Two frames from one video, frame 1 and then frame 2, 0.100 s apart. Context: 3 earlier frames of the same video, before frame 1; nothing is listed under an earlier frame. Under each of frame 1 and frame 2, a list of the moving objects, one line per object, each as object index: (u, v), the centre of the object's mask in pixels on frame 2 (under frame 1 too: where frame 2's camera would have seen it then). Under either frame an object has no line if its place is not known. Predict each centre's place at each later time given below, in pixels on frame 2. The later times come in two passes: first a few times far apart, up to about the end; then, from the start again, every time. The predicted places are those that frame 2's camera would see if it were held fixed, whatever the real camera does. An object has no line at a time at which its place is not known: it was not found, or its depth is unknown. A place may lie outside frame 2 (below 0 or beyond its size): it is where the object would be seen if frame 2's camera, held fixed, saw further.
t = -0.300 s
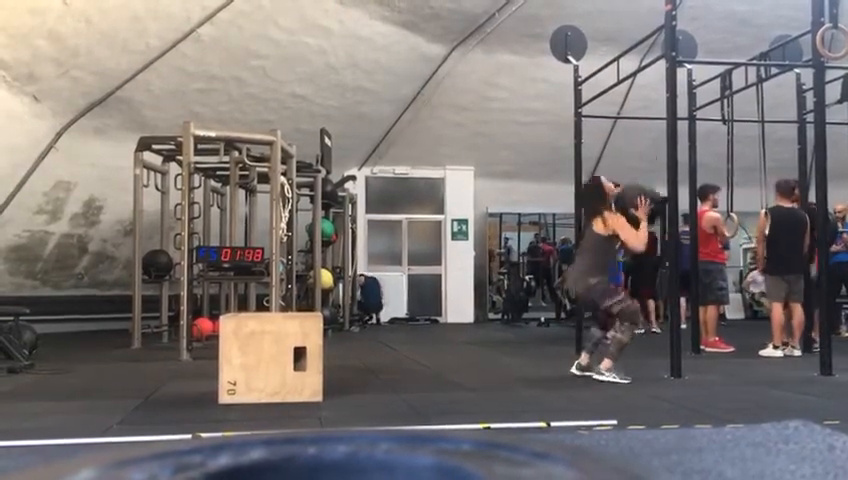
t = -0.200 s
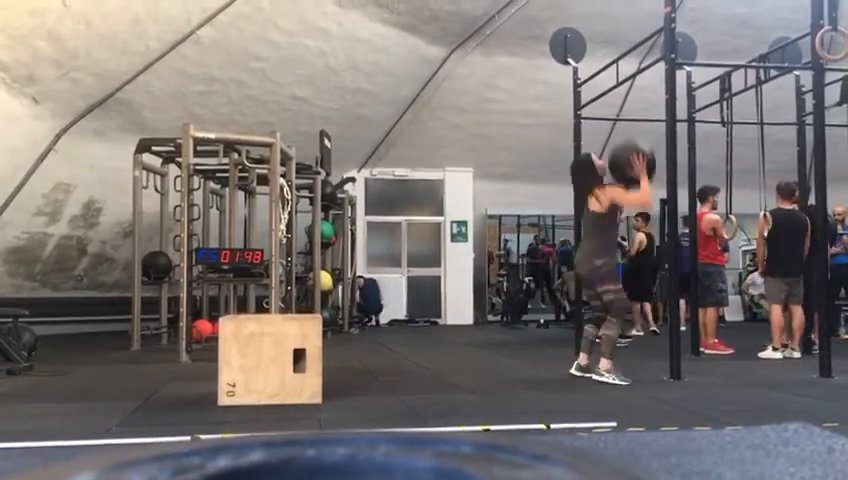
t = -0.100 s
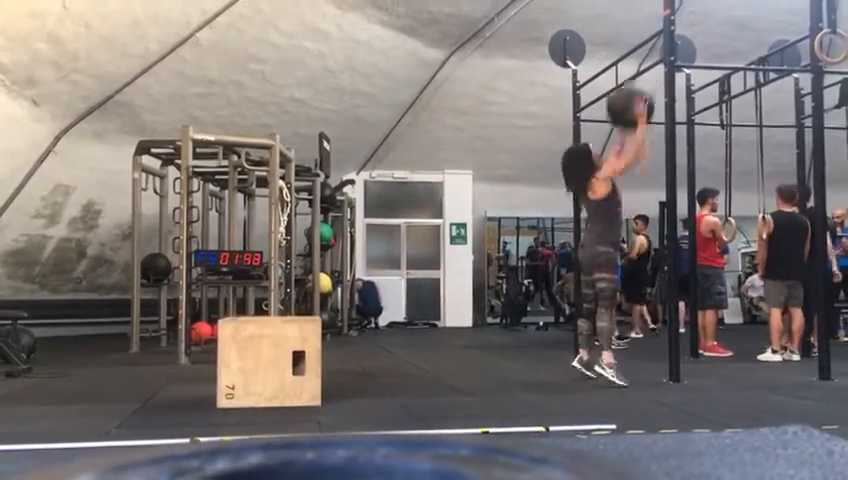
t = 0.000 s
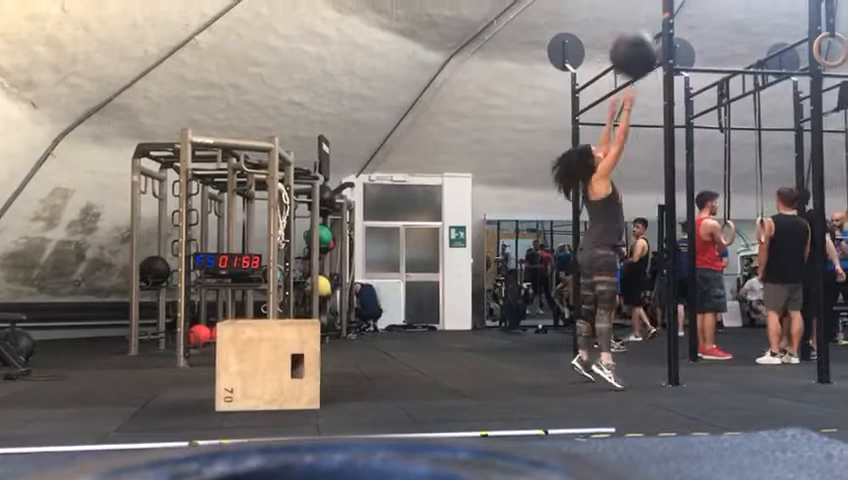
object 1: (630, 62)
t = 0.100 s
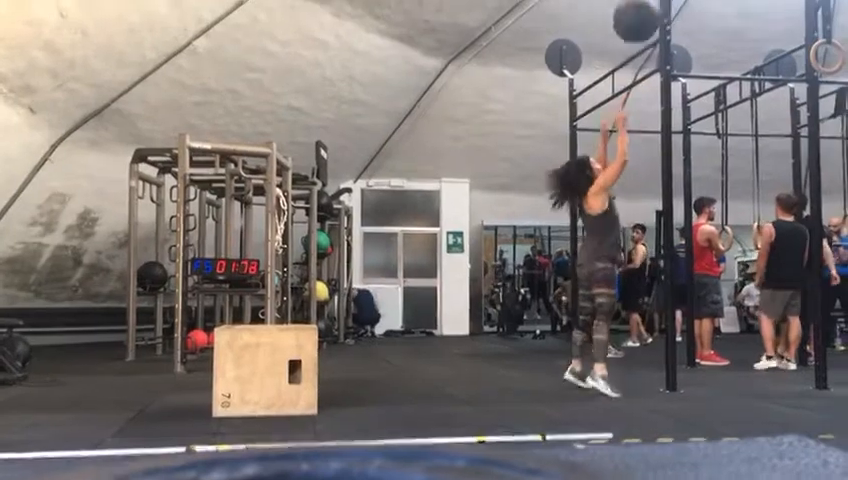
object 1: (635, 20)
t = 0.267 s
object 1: (636, -12)
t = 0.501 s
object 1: (631, -5)
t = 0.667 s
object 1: (629, 44)
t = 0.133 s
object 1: (637, 12)
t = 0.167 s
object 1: (638, 5)
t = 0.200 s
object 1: (638, -2)
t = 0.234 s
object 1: (637, -8)
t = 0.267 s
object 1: (636, -12)
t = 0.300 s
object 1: (635, -15)
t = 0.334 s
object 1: (634, -16)
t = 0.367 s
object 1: (634, -16)
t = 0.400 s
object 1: (633, -15)
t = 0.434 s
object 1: (633, -13)
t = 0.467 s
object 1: (632, -10)
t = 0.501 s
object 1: (631, -5)
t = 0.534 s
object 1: (630, 3)
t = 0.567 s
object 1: (630, 11)
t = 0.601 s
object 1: (629, 21)
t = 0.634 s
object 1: (629, 32)
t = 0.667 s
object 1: (629, 44)
